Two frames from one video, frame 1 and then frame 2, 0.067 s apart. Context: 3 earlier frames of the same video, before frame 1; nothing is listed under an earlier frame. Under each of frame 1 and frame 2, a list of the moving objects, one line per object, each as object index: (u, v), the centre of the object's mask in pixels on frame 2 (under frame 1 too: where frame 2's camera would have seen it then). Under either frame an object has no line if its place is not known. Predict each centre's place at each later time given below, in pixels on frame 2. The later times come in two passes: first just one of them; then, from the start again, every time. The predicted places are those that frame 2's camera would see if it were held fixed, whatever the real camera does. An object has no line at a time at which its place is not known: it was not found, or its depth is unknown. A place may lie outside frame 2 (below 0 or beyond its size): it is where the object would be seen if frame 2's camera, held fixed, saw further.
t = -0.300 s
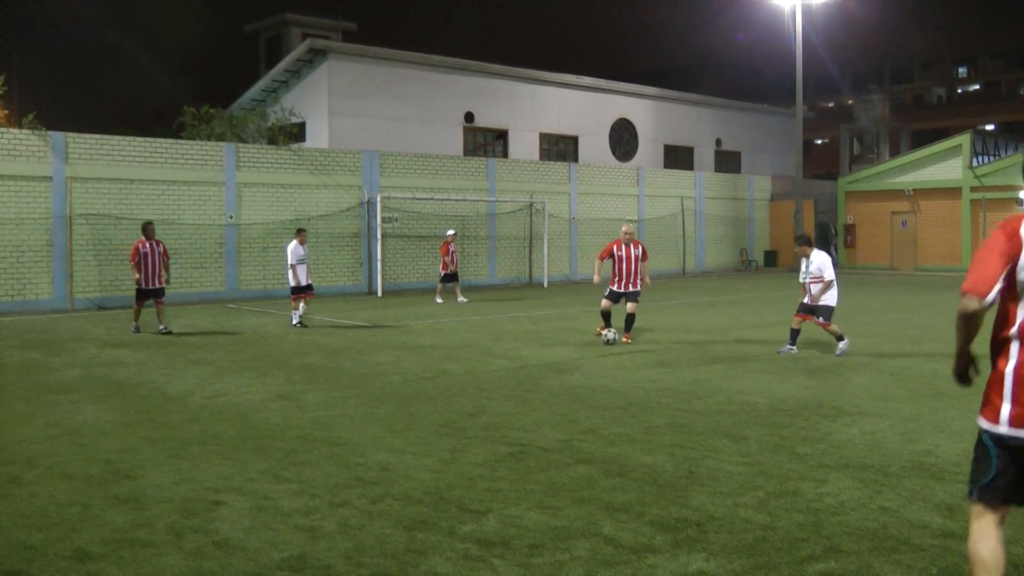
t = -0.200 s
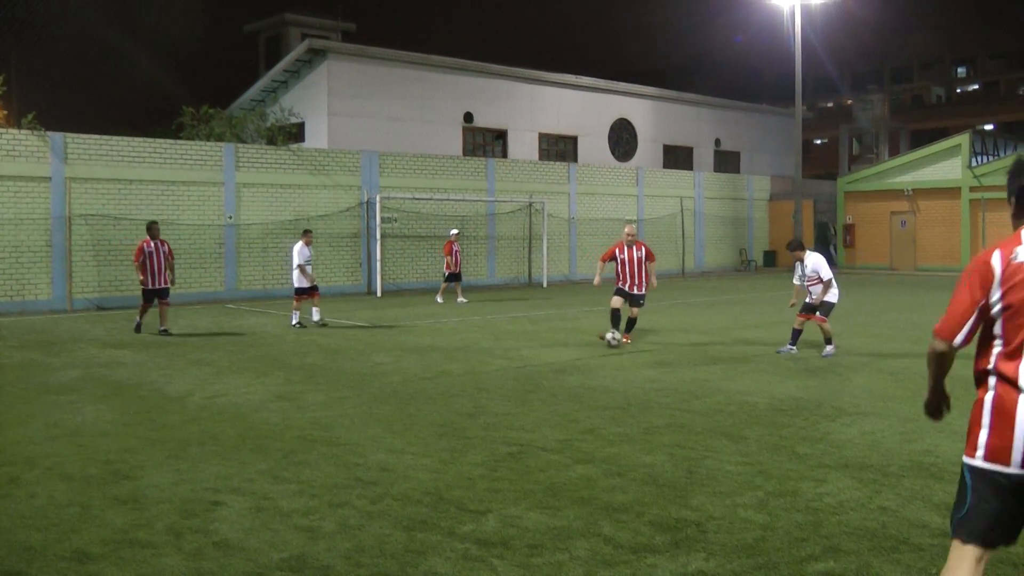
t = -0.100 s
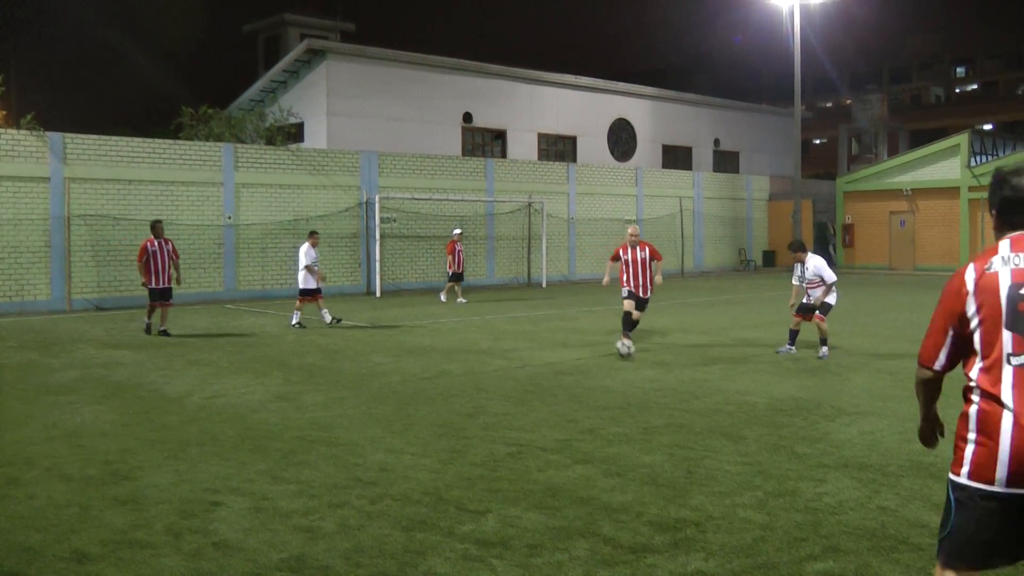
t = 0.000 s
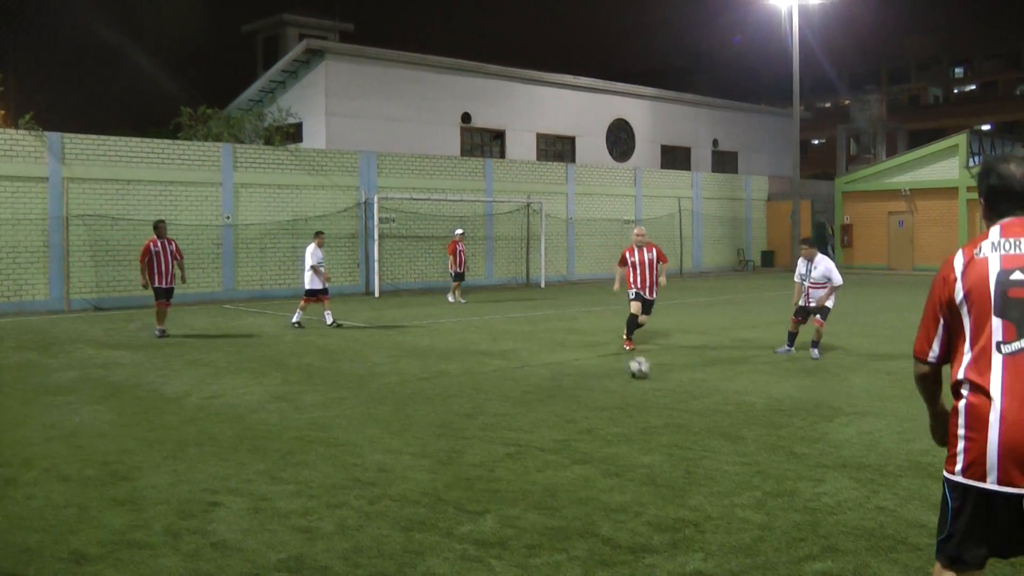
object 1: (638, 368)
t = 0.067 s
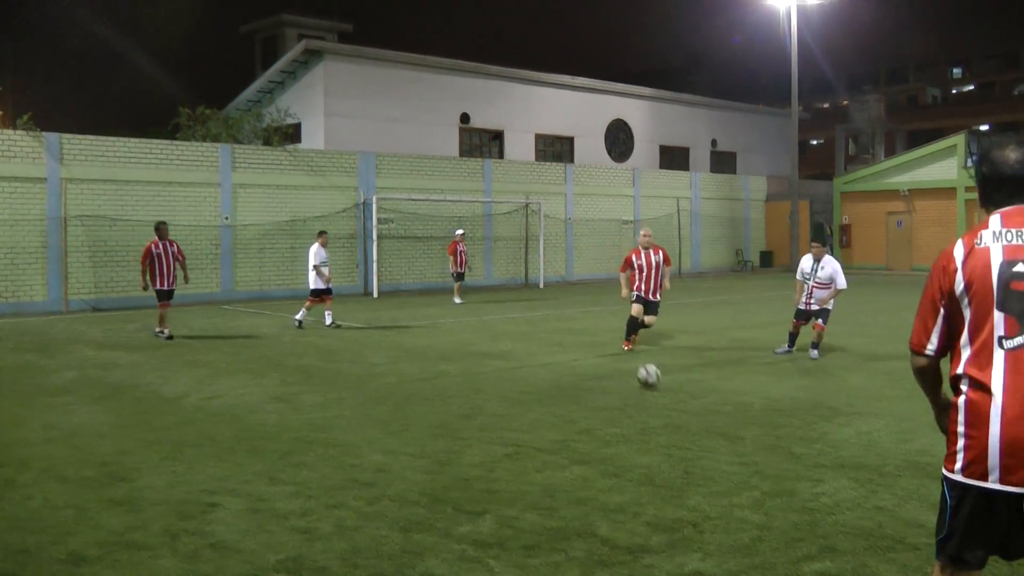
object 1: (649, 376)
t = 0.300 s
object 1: (696, 416)
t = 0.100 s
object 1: (654, 381)
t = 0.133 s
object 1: (660, 390)
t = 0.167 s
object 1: (667, 399)
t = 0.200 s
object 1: (674, 403)
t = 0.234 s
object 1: (681, 405)
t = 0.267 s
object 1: (688, 409)
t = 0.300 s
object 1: (696, 416)
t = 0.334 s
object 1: (704, 424)
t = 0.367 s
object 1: (714, 437)
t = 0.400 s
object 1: (725, 452)
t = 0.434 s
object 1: (736, 464)
